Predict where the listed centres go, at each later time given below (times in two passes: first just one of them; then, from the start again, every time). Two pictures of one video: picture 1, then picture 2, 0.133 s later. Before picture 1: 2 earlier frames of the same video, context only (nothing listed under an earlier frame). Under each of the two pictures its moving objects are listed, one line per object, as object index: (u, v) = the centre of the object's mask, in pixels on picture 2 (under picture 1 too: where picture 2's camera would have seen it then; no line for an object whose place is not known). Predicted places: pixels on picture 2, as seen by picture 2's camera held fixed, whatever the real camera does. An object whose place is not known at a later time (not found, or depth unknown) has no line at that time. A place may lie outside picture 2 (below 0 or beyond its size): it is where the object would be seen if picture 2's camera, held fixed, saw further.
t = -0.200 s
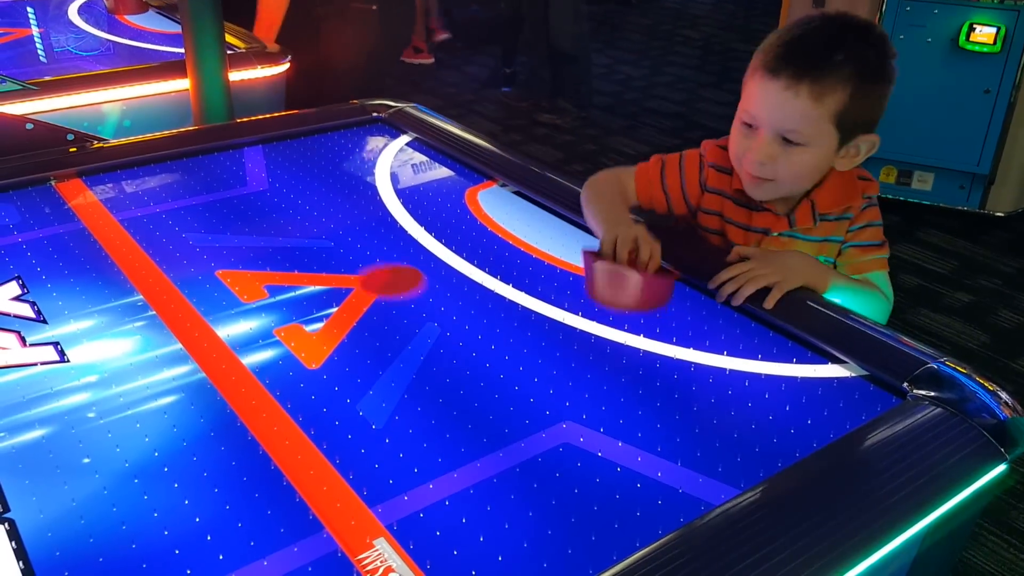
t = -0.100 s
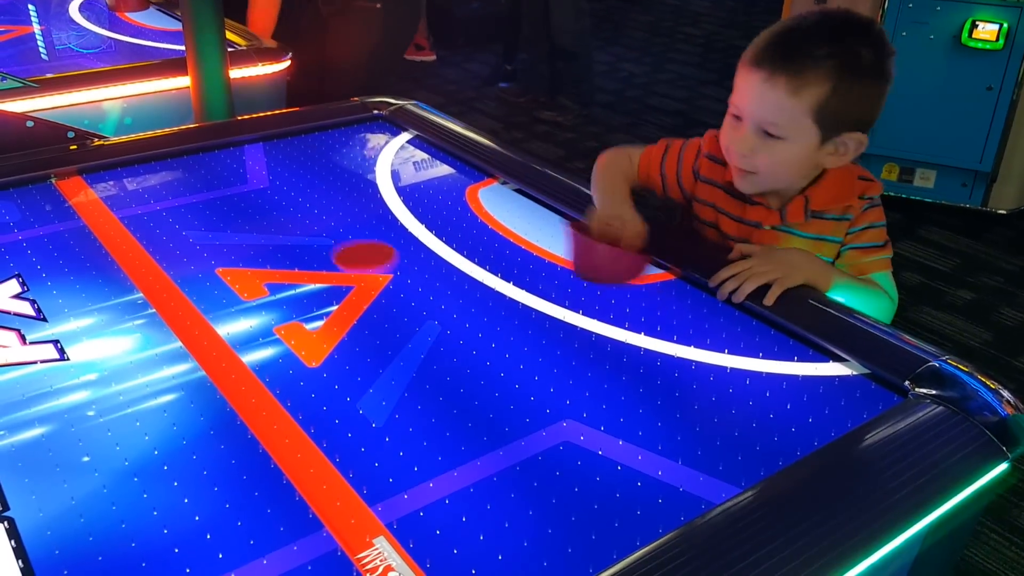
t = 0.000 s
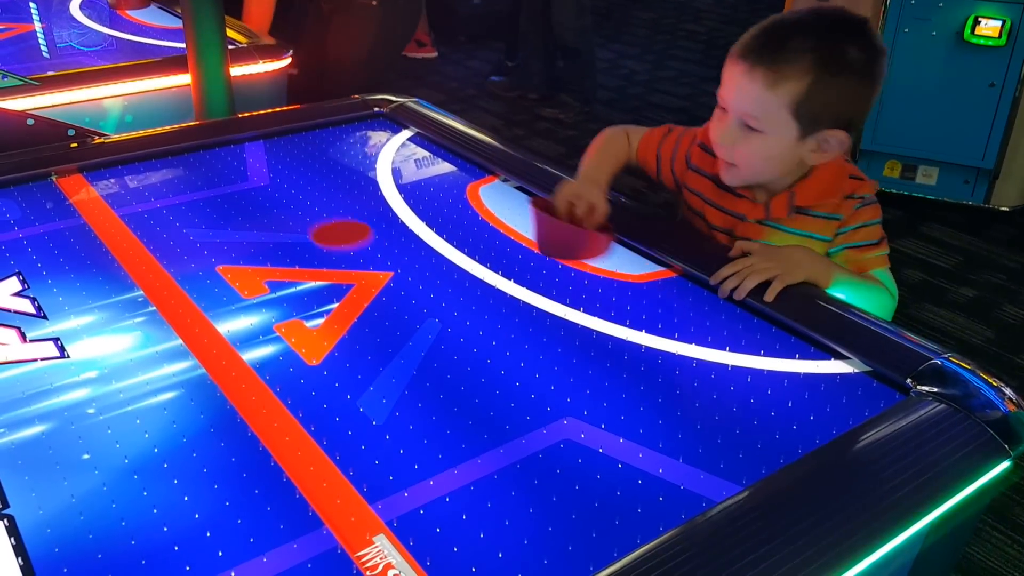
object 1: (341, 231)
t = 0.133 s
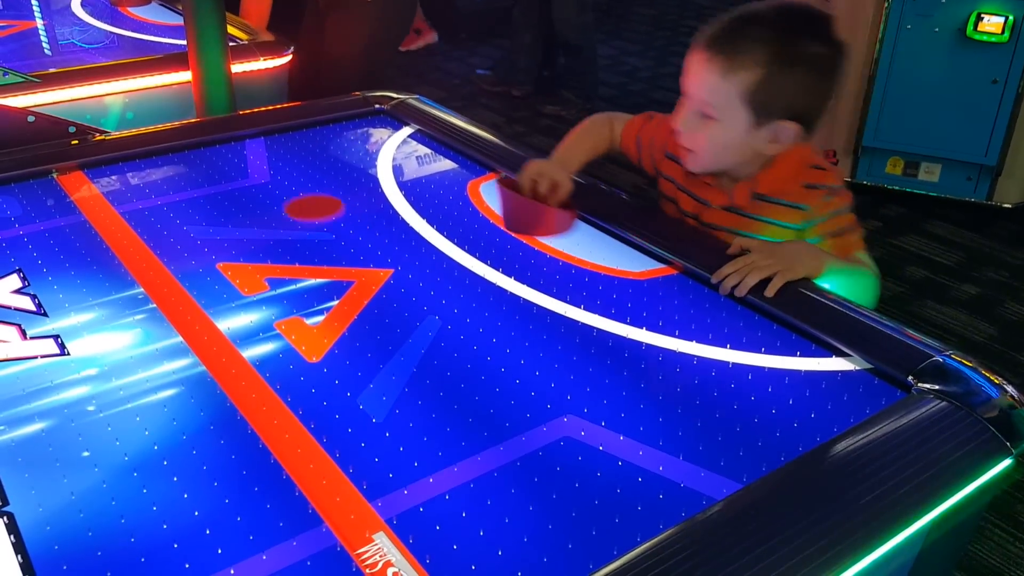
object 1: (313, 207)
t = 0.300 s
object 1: (284, 183)
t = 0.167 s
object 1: (307, 202)
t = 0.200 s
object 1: (301, 197)
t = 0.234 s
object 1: (295, 192)
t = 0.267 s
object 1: (290, 188)
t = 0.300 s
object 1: (284, 183)
